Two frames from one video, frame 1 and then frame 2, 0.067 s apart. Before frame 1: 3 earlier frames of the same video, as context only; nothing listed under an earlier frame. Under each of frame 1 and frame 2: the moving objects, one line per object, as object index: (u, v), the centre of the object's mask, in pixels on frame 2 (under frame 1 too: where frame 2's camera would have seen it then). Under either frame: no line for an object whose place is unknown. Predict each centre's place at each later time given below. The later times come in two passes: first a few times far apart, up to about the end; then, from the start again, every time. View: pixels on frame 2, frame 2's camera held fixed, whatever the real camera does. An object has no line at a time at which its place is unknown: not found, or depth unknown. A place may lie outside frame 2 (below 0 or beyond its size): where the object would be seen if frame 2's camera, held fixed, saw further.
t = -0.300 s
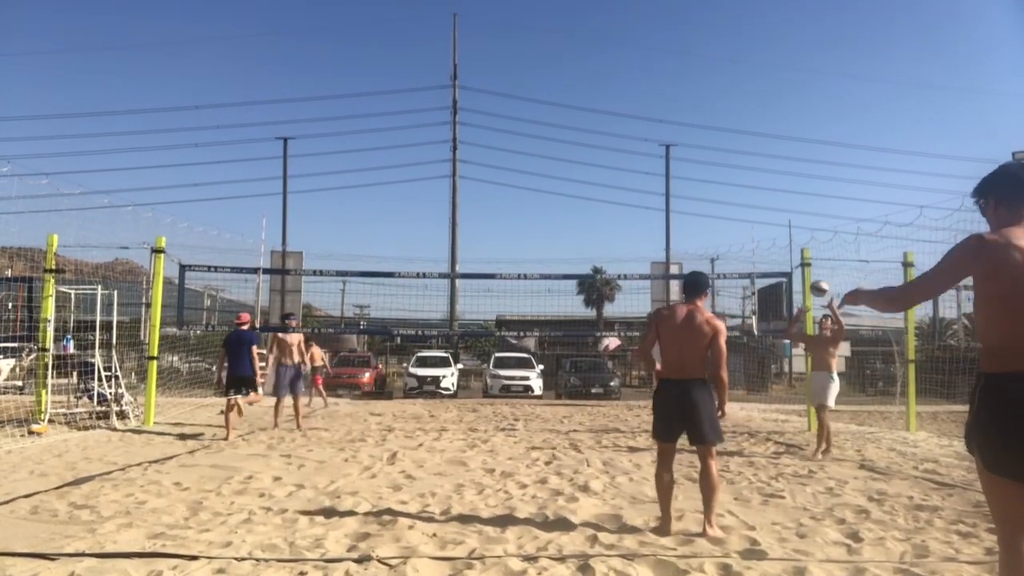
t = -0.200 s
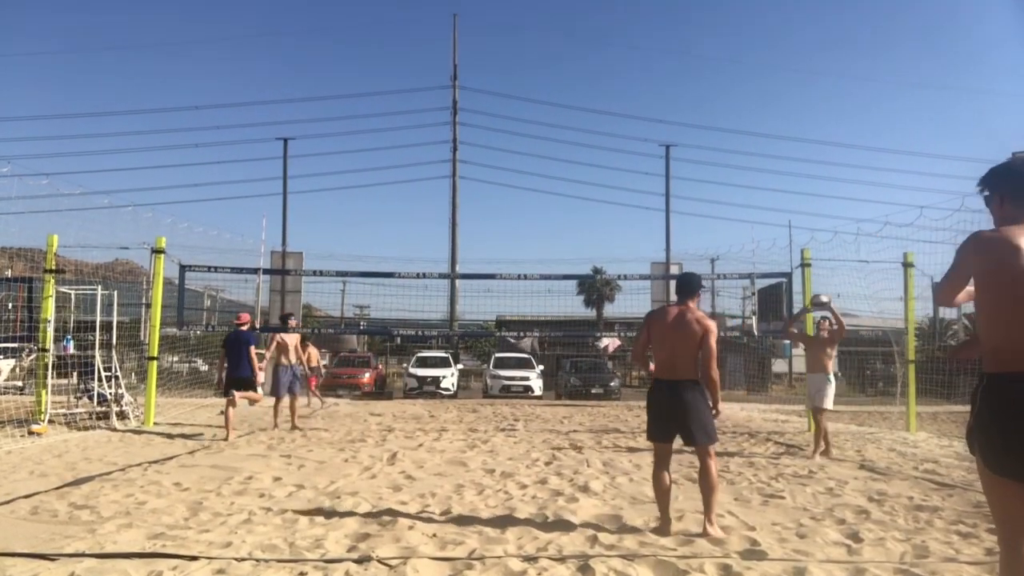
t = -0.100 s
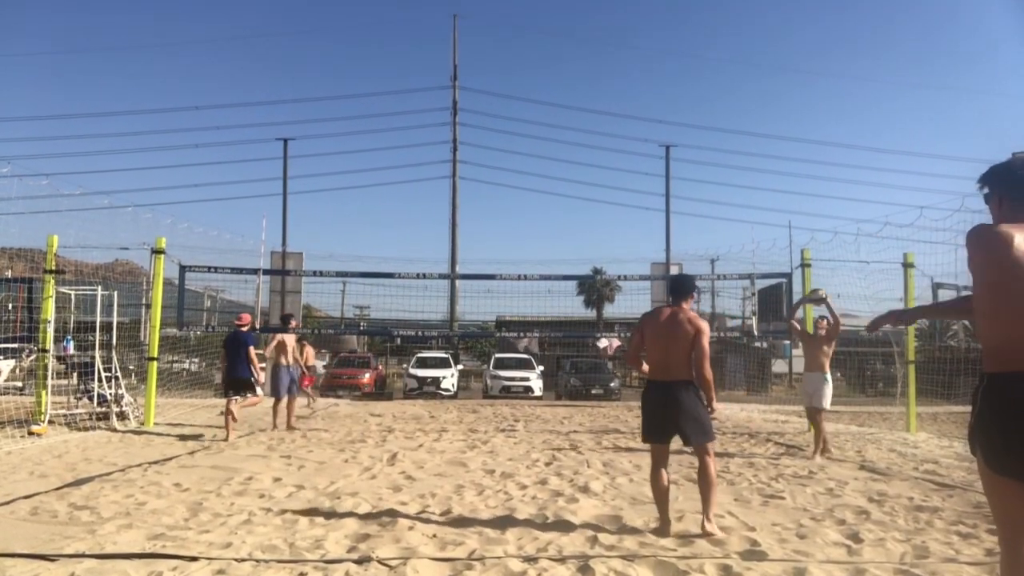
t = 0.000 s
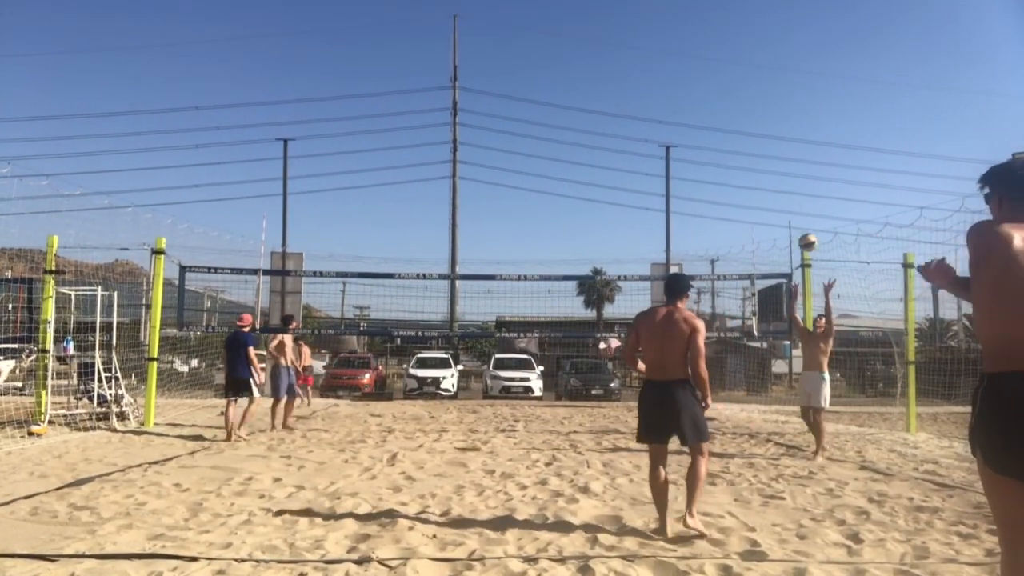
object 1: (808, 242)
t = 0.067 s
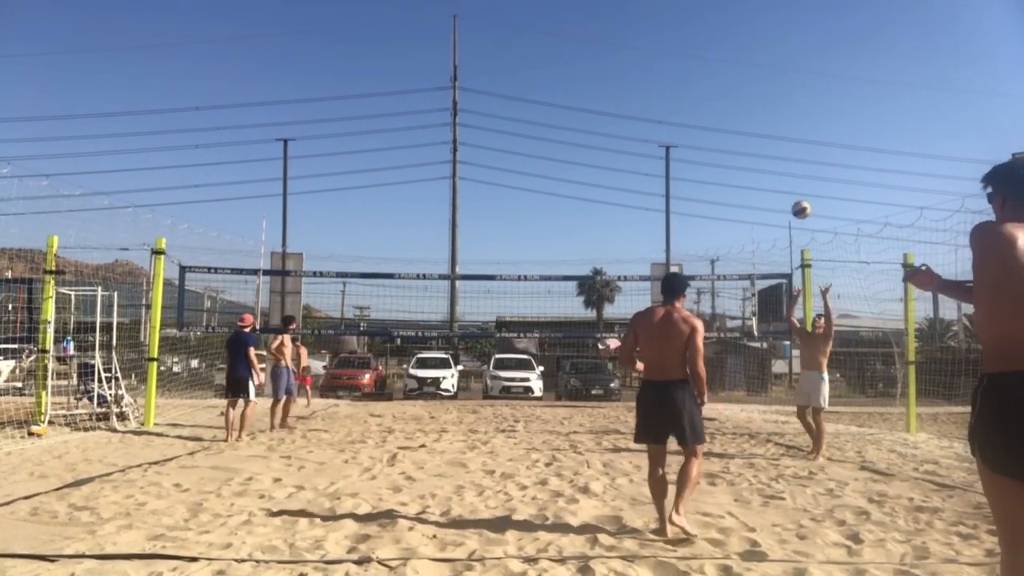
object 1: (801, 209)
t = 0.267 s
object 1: (779, 131)
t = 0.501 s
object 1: (753, 77)
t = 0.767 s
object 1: (720, 71)
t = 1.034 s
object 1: (682, 137)
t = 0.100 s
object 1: (798, 194)
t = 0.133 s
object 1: (794, 180)
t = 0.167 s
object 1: (790, 166)
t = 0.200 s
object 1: (787, 153)
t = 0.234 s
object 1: (783, 142)
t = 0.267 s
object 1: (779, 131)
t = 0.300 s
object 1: (776, 120)
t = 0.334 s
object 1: (772, 111)
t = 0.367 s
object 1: (768, 102)
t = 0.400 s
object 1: (765, 95)
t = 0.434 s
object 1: (761, 88)
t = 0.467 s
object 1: (757, 82)
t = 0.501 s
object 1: (753, 77)
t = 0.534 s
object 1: (749, 73)
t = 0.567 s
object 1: (745, 69)
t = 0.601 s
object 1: (741, 67)
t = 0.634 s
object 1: (737, 66)
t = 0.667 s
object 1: (733, 66)
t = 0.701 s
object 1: (728, 66)
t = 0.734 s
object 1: (725, 68)
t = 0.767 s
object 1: (720, 71)
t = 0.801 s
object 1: (716, 75)
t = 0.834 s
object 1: (711, 80)
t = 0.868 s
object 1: (707, 87)
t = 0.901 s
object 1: (702, 95)
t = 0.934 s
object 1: (697, 103)
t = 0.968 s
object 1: (692, 113)
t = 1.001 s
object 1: (687, 124)
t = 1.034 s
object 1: (682, 137)
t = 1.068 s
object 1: (677, 151)
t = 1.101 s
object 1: (672, 167)
